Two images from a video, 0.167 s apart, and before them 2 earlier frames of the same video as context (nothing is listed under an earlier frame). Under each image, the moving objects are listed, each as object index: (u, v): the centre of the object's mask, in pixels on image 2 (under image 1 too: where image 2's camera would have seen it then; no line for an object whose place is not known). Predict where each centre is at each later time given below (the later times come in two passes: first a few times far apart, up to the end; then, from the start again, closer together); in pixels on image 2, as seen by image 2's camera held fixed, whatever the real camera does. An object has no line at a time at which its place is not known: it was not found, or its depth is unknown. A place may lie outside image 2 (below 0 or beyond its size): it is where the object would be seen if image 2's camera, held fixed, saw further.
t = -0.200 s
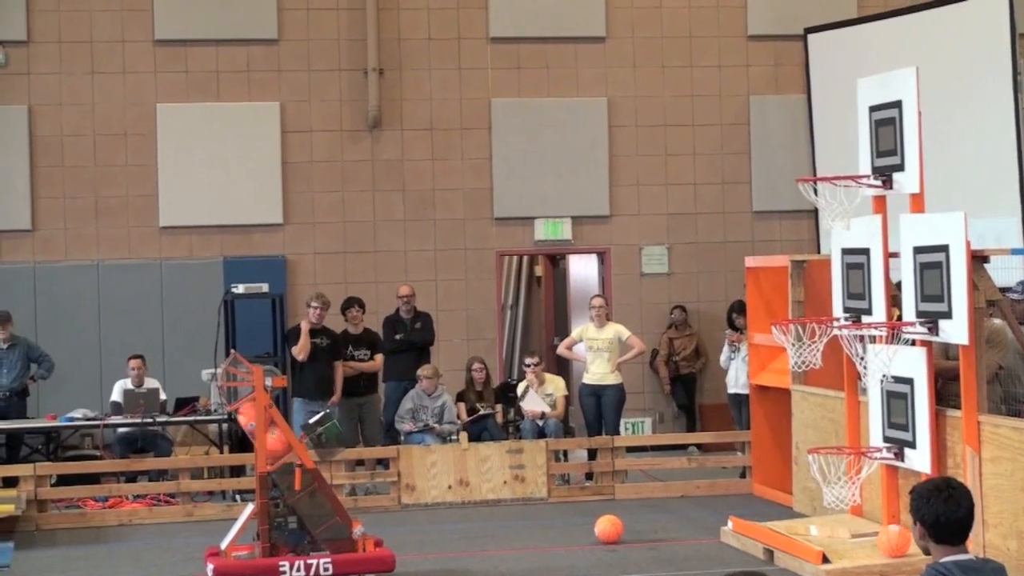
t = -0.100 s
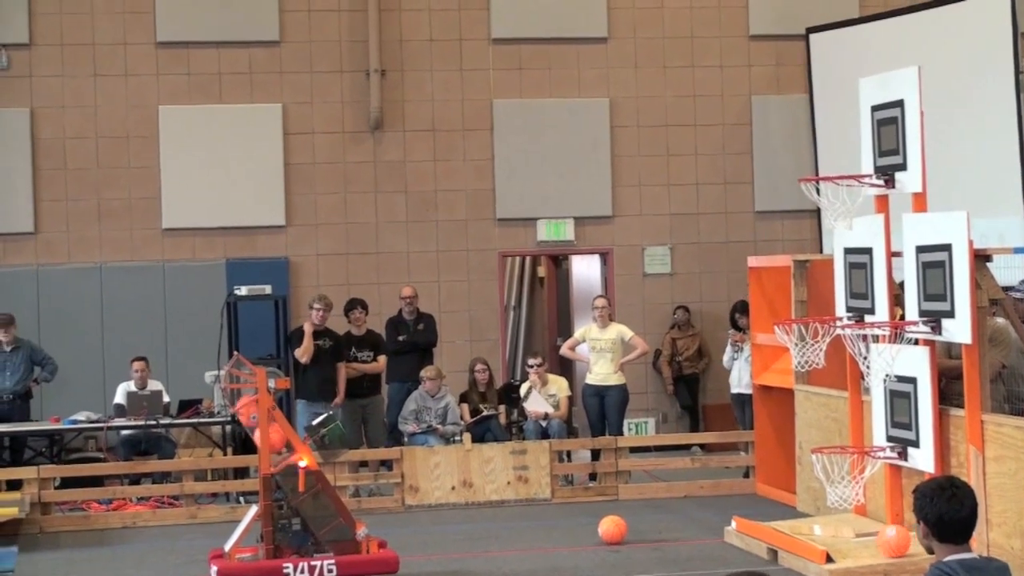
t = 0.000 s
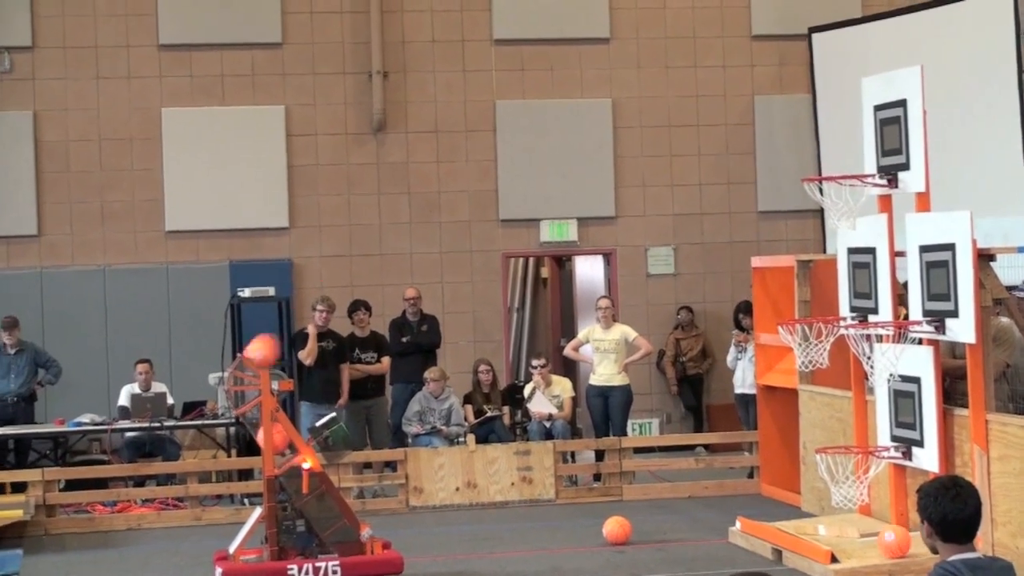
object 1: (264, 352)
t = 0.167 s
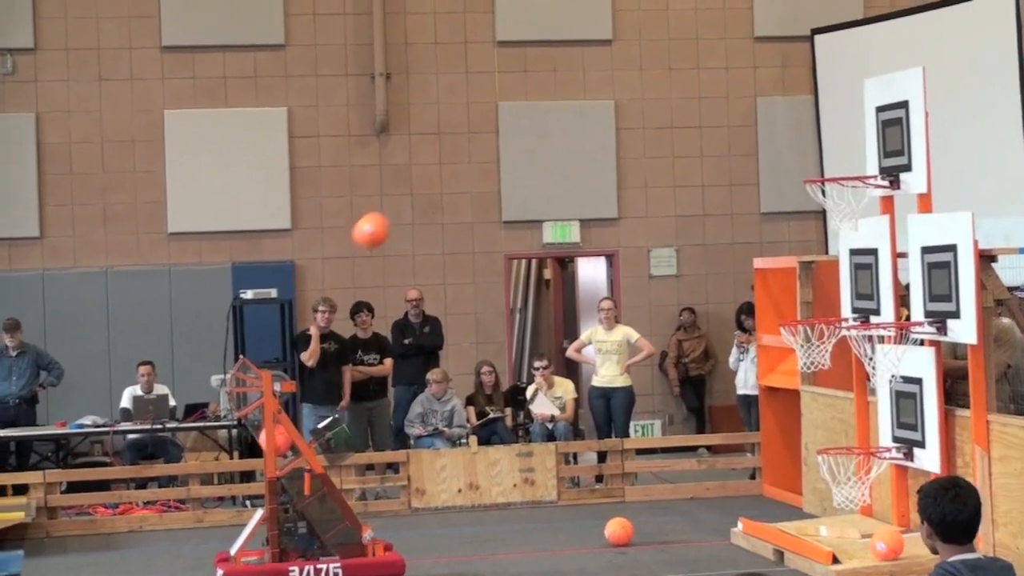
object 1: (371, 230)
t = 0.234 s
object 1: (413, 193)
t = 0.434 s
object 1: (534, 122)
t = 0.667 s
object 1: (674, 114)
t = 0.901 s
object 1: (793, 191)
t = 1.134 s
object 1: (724, 383)
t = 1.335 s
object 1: (668, 543)
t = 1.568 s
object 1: (584, 415)
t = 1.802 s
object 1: (500, 368)
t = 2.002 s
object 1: (428, 397)
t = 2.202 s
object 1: (357, 494)
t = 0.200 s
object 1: (392, 212)
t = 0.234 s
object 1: (413, 193)
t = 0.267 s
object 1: (433, 177)
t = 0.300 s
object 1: (453, 163)
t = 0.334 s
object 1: (474, 150)
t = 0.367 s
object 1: (494, 139)
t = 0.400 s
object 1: (514, 129)
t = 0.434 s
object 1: (534, 122)
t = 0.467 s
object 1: (555, 116)
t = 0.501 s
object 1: (575, 112)
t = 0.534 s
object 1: (595, 109)
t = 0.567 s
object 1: (615, 108)
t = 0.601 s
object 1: (634, 108)
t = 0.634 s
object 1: (654, 111)
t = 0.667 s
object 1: (674, 114)
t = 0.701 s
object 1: (694, 120)
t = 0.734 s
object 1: (714, 127)
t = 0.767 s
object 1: (734, 136)
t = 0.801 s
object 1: (754, 146)
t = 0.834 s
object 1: (773, 158)
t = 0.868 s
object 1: (794, 171)
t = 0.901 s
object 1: (793, 191)
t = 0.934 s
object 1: (783, 213)
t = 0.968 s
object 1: (773, 235)
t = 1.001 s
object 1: (763, 258)
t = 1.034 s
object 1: (751, 287)
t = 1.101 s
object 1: (734, 347)
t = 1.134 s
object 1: (724, 383)
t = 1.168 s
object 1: (717, 415)
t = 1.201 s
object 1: (708, 452)
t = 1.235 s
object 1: (699, 491)
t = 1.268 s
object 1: (690, 531)
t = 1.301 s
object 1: (680, 555)
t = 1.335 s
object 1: (668, 543)
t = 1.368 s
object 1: (656, 520)
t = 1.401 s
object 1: (645, 499)
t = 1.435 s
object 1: (633, 478)
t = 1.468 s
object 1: (620, 461)
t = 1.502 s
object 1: (607, 443)
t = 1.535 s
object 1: (596, 428)
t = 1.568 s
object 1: (584, 415)
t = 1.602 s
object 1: (572, 404)
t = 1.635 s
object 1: (560, 393)
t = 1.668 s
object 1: (549, 384)
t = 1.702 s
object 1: (536, 377)
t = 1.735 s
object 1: (524, 373)
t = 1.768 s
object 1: (512, 370)
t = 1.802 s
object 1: (500, 368)
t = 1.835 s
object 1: (488, 368)
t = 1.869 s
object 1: (477, 371)
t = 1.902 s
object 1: (463, 374)
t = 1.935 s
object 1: (452, 380)
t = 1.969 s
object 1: (440, 388)
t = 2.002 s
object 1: (428, 397)
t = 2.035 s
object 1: (416, 409)
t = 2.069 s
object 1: (404, 422)
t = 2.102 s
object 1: (393, 436)
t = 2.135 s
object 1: (382, 454)
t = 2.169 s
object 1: (369, 472)
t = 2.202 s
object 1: (357, 494)
